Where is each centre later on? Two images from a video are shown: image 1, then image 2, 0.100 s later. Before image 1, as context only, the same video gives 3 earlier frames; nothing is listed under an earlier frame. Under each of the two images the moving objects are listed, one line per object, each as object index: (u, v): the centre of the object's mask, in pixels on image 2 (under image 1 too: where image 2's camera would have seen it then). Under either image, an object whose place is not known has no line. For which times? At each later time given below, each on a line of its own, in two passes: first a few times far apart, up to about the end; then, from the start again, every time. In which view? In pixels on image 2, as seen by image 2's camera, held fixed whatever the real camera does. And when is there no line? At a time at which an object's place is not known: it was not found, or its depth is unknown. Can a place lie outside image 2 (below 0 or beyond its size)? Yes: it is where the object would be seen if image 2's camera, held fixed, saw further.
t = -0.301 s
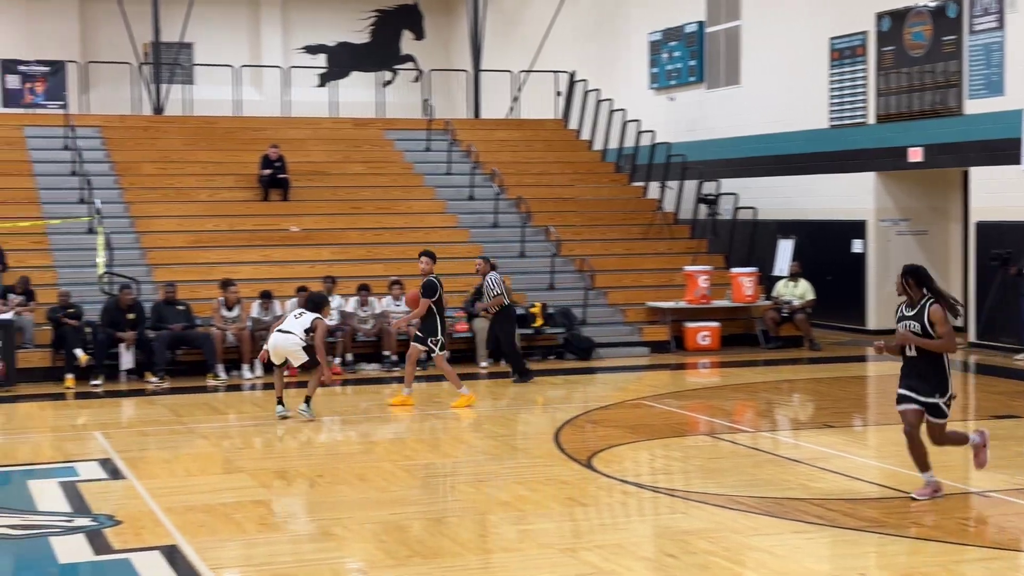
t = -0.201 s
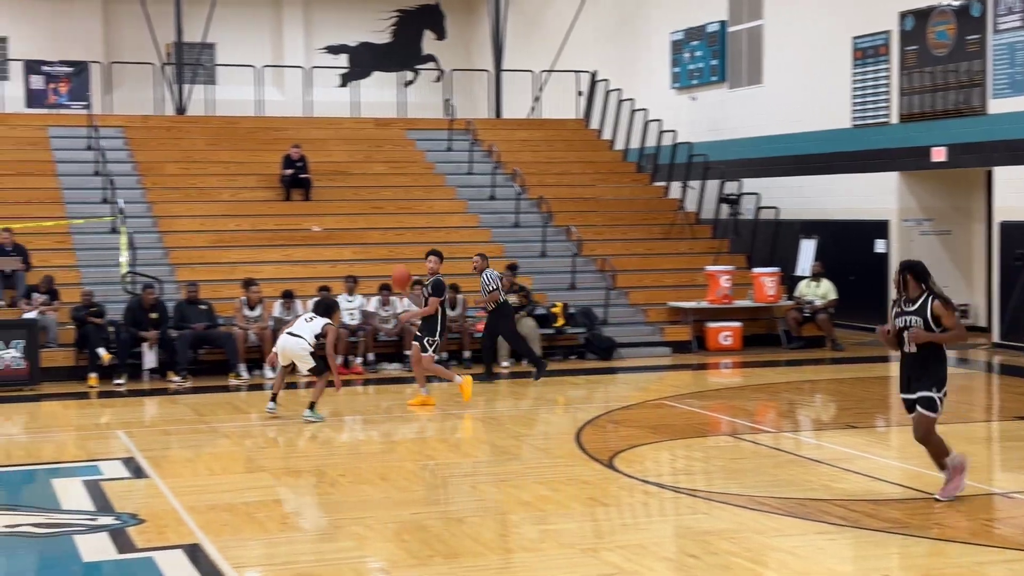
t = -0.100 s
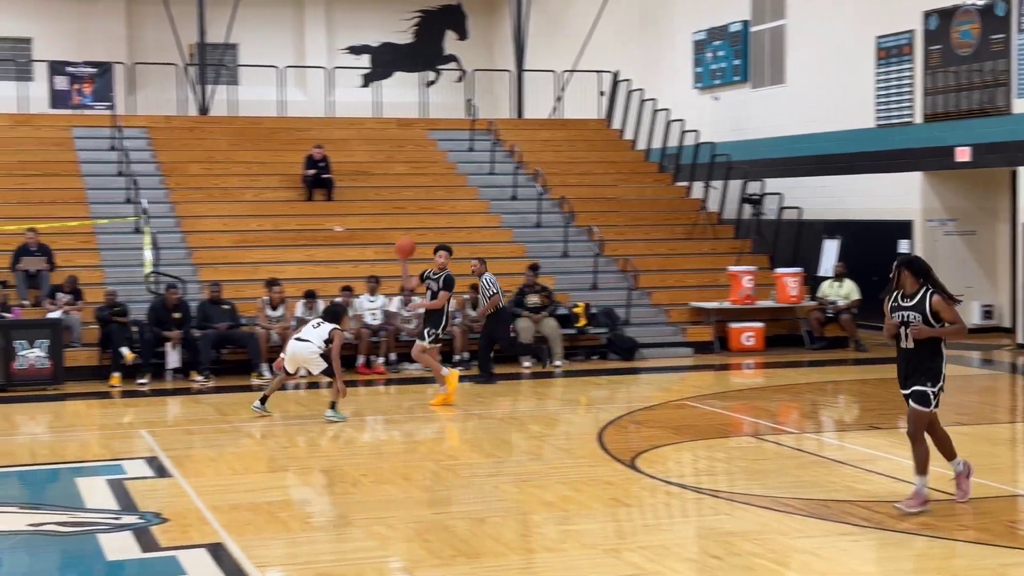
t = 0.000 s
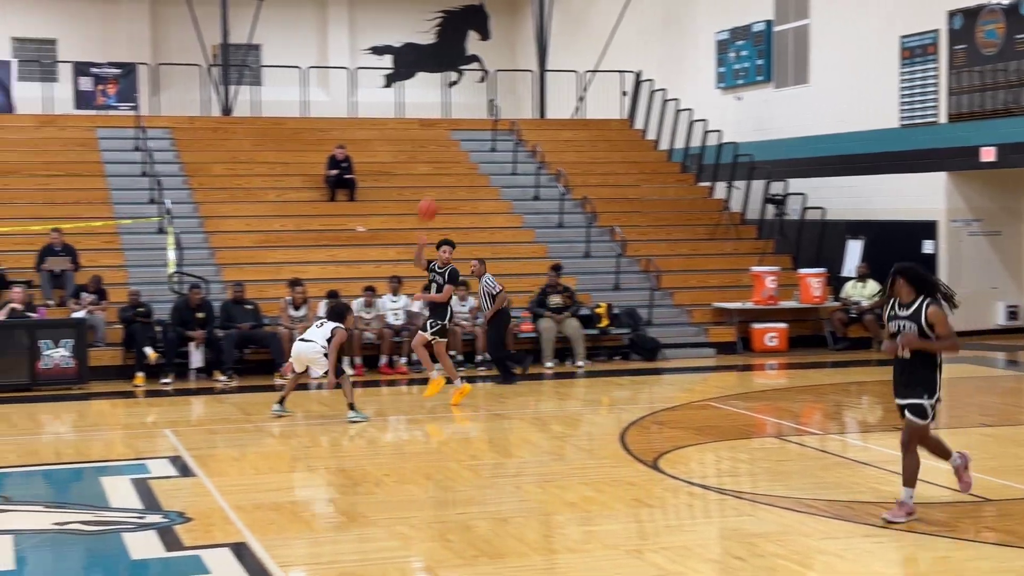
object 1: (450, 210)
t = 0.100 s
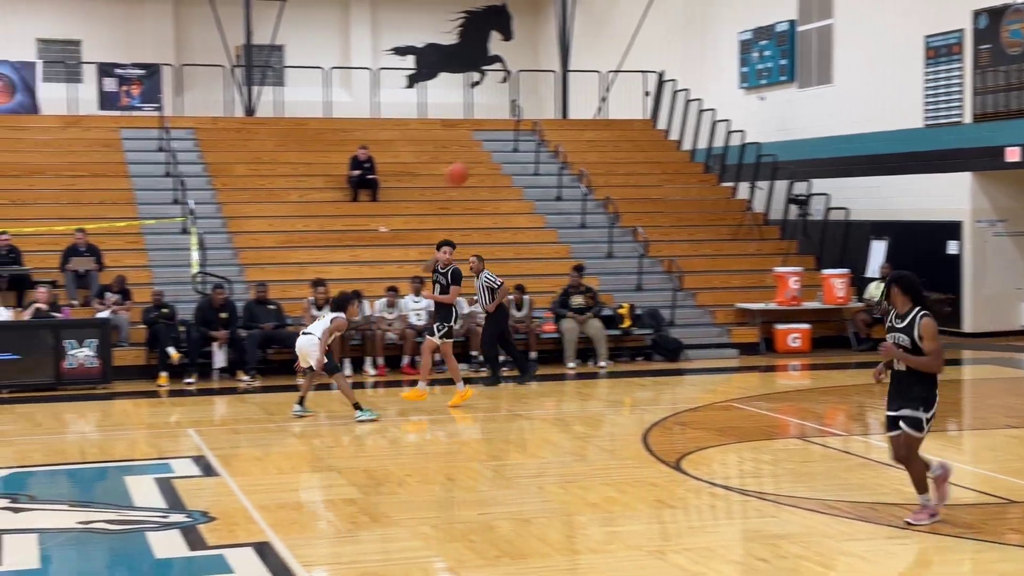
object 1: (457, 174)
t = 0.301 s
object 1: (474, 123)
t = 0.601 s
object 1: (506, 114)
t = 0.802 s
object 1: (534, 171)
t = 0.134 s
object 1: (460, 164)
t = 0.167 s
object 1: (462, 153)
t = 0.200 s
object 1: (466, 144)
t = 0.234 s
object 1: (468, 137)
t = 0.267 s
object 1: (471, 129)
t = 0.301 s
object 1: (474, 123)
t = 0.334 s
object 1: (477, 118)
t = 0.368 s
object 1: (481, 113)
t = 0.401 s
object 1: (483, 110)
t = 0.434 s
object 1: (487, 107)
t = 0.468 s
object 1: (491, 107)
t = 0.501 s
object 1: (494, 106)
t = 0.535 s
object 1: (498, 108)
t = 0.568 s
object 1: (502, 111)
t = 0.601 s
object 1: (506, 114)
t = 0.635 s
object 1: (511, 120)
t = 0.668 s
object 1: (515, 127)
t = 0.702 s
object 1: (519, 135)
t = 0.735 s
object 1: (524, 144)
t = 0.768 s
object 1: (529, 157)
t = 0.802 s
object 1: (534, 171)
